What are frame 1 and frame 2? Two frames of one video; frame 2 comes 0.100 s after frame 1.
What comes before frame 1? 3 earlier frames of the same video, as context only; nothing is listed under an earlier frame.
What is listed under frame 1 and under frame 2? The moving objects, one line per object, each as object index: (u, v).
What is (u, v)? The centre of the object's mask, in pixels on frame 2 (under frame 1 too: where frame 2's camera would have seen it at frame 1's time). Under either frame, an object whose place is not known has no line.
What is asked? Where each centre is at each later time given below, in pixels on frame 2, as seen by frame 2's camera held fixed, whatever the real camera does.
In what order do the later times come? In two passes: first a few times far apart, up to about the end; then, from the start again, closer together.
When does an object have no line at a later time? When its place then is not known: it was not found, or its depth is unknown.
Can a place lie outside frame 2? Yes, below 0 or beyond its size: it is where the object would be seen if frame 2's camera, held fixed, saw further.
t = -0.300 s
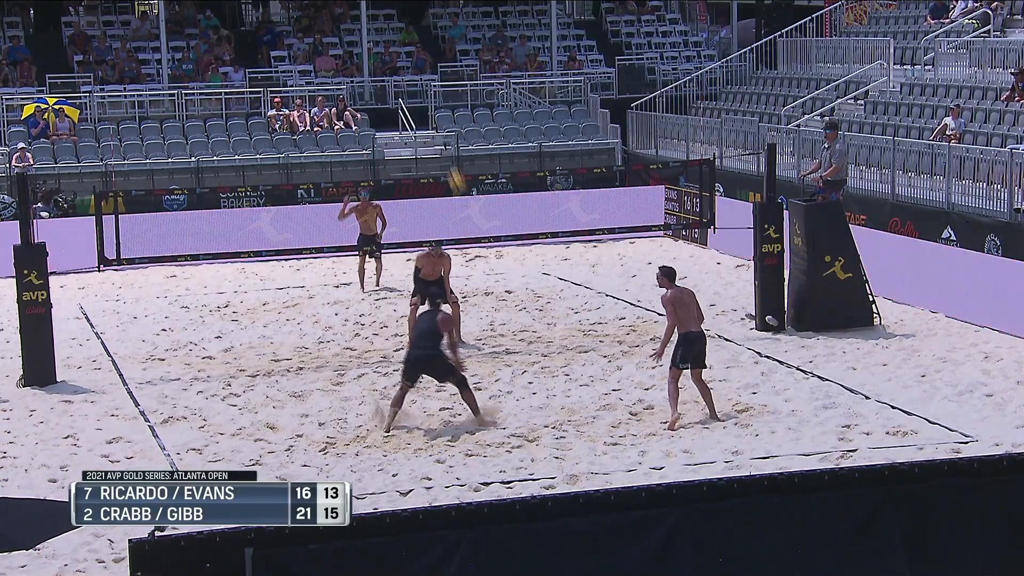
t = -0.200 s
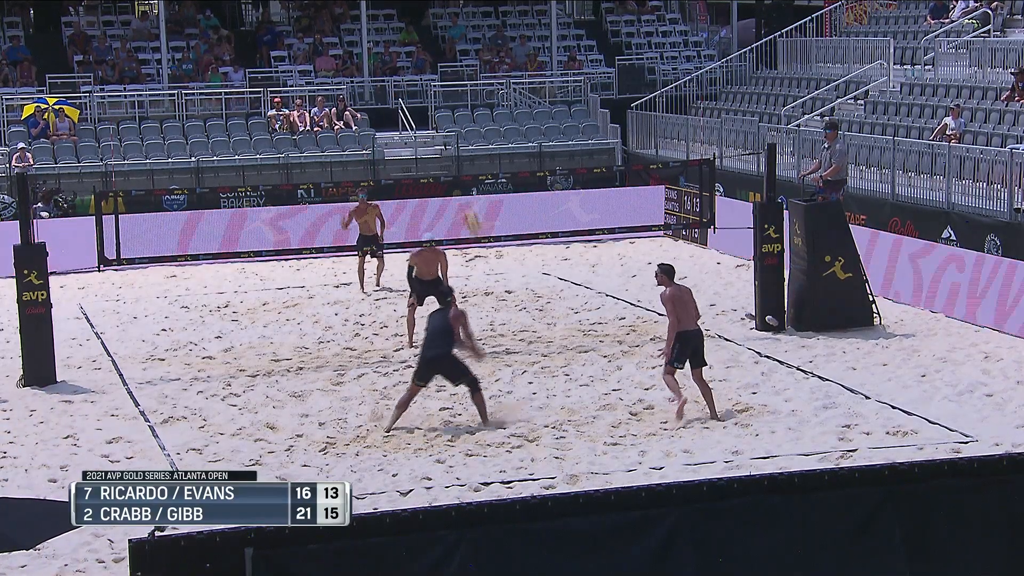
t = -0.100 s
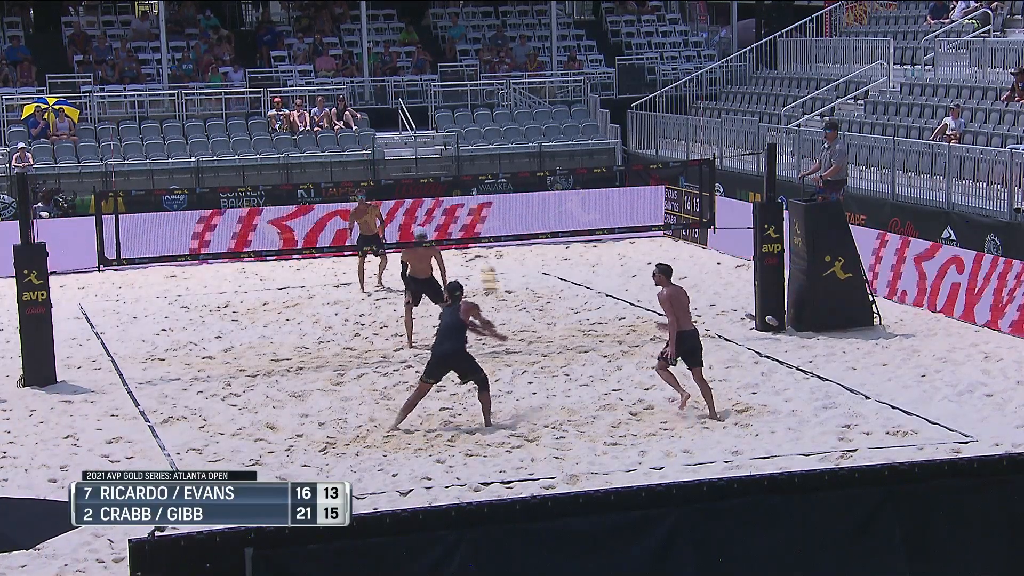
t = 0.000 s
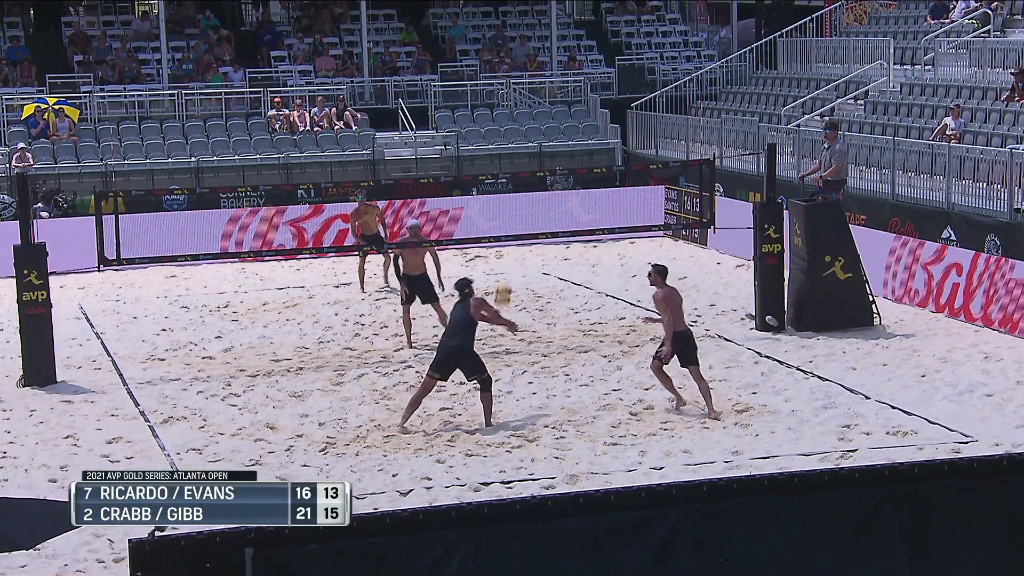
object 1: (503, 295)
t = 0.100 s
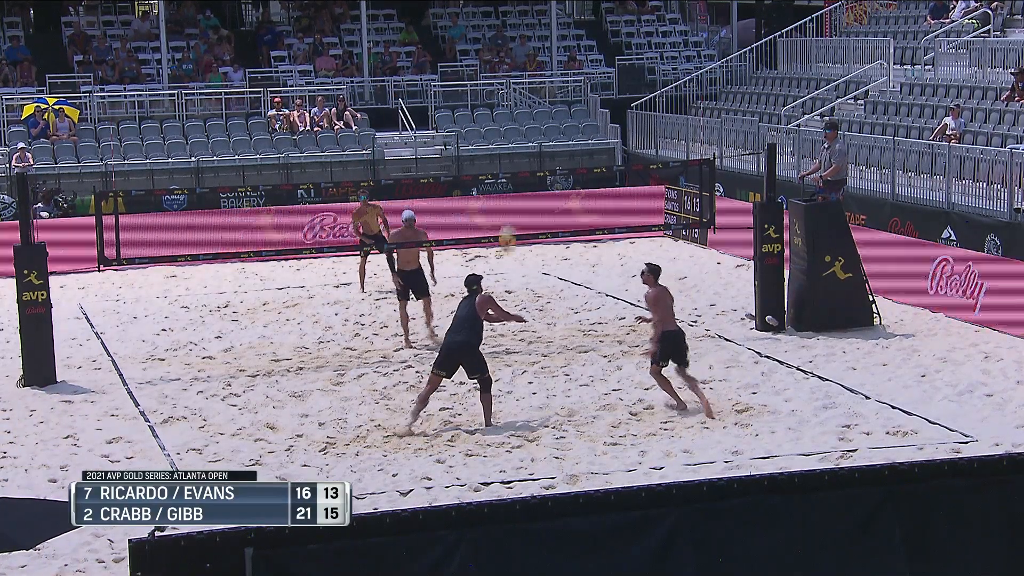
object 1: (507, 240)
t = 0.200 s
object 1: (512, 194)
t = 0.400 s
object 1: (521, 130)
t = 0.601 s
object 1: (531, 102)
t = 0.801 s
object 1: (541, 106)
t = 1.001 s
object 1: (550, 141)
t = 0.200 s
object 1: (512, 194)
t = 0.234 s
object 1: (514, 181)
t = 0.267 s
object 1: (515, 169)
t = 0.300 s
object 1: (517, 159)
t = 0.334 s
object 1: (518, 148)
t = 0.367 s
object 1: (519, 138)
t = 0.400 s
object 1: (521, 130)
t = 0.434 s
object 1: (523, 124)
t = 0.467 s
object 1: (524, 117)
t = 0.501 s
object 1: (526, 112)
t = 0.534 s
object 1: (528, 108)
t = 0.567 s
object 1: (529, 104)
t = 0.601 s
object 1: (531, 102)
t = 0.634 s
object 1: (533, 100)
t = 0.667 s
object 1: (534, 100)
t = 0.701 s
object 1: (536, 100)
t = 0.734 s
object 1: (537, 101)
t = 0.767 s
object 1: (539, 103)
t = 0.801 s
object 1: (541, 106)
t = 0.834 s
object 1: (543, 109)
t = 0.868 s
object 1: (544, 114)
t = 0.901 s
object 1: (545, 119)
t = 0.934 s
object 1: (547, 125)
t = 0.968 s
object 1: (549, 131)
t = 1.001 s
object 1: (550, 141)
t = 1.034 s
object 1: (552, 150)
